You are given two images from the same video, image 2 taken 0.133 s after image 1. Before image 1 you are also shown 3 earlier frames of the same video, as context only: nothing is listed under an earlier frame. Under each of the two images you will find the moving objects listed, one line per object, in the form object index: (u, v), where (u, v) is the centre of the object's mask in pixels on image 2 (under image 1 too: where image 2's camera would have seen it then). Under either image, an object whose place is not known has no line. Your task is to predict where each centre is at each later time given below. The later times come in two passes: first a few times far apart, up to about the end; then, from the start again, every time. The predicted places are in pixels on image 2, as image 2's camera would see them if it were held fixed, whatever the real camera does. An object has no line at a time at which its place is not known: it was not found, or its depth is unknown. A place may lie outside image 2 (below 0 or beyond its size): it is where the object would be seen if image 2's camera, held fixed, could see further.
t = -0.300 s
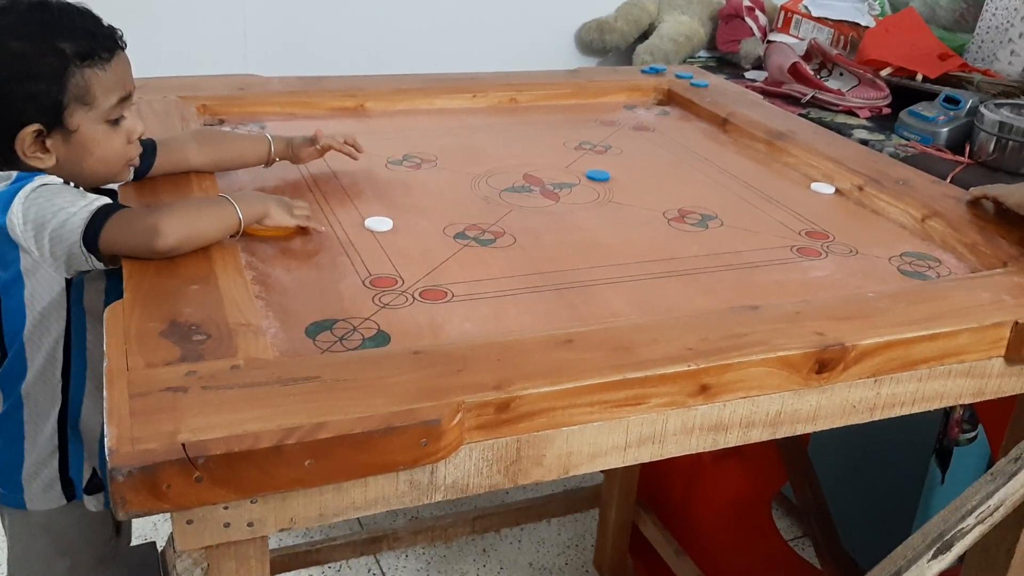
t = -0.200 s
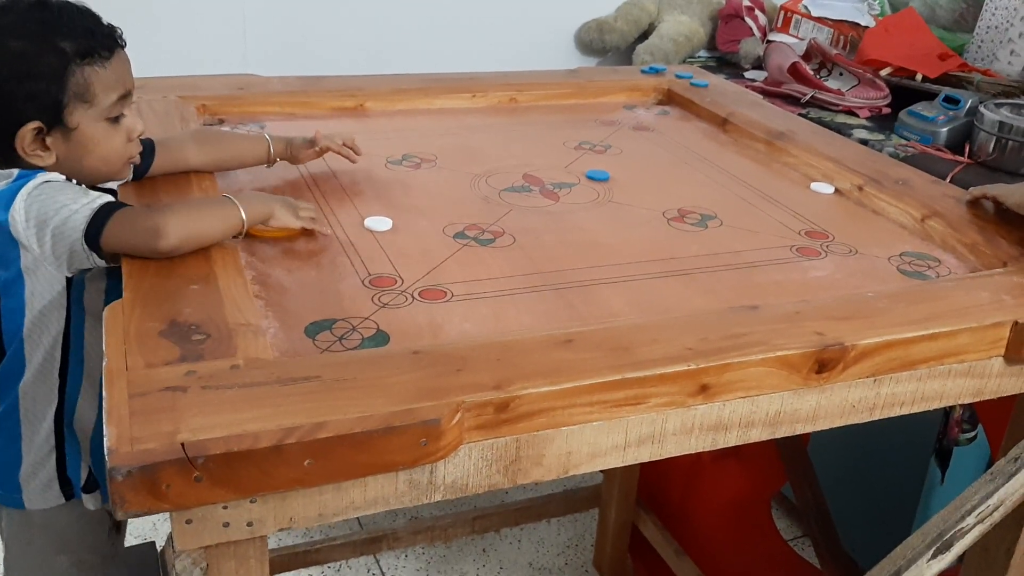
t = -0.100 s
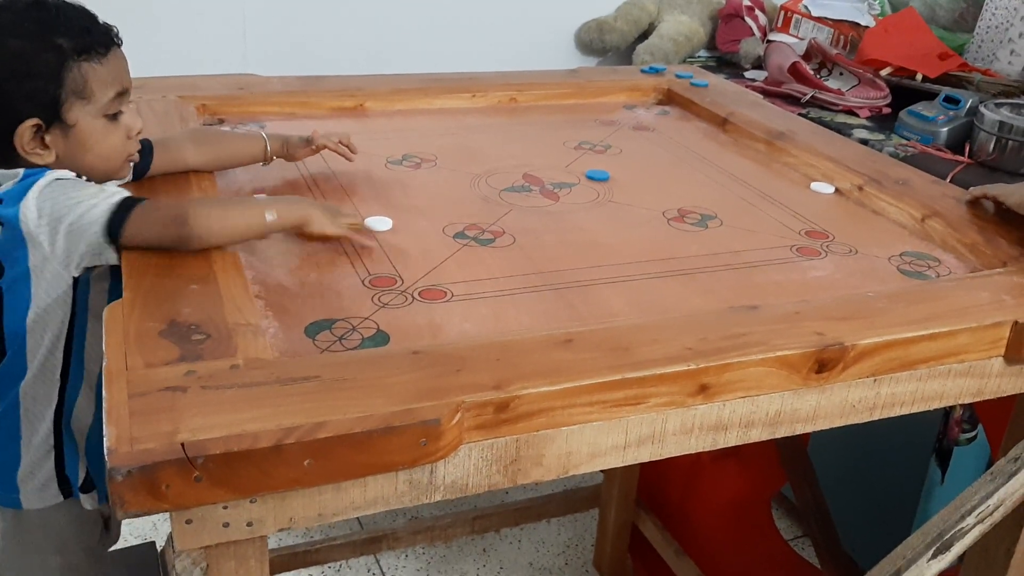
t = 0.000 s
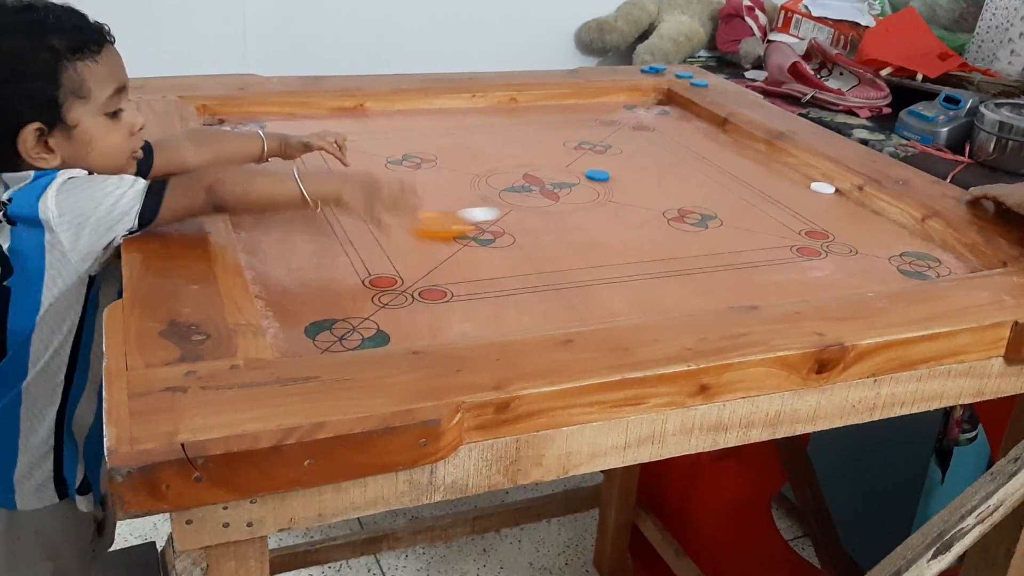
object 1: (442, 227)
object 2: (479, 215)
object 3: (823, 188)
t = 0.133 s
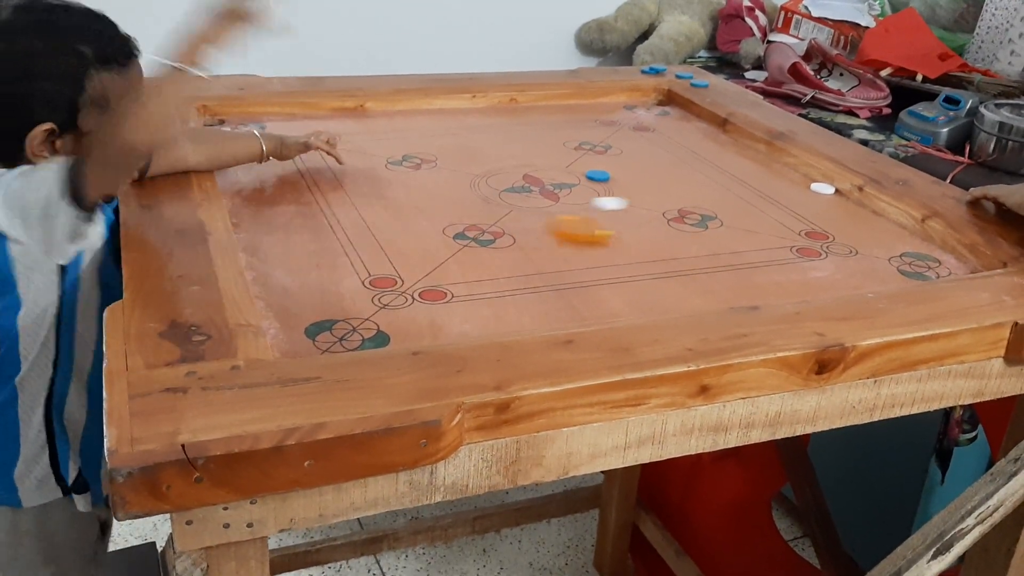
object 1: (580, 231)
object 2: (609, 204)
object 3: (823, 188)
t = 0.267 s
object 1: (711, 235)
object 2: (723, 195)
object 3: (822, 188)
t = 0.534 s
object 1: (898, 249)
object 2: (760, 208)
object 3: (806, 179)
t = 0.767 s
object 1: (820, 284)
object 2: (696, 238)
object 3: (795, 173)
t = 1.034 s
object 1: (702, 293)
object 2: (634, 275)
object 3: (794, 173)
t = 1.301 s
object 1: (611, 299)
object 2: (526, 309)
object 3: (794, 173)
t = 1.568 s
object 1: (551, 306)
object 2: (401, 337)
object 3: (794, 173)
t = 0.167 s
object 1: (613, 232)
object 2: (639, 201)
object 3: (823, 188)
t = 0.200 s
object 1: (647, 232)
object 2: (668, 199)
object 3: (822, 188)
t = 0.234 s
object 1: (680, 233)
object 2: (696, 197)
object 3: (822, 188)
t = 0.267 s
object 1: (711, 235)
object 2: (723, 195)
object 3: (822, 188)
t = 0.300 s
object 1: (743, 236)
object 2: (750, 193)
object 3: (822, 188)
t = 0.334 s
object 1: (774, 237)
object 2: (776, 192)
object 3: (823, 188)
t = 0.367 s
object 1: (805, 238)
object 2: (799, 190)
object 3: (823, 188)
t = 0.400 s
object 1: (837, 240)
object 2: (799, 193)
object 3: (820, 186)
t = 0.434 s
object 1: (867, 241)
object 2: (789, 197)
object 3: (816, 184)
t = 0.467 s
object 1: (898, 242)
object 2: (779, 200)
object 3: (813, 183)
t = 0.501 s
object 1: (908, 245)
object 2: (769, 204)
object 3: (809, 181)
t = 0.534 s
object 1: (898, 249)
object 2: (760, 208)
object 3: (806, 179)
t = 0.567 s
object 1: (887, 255)
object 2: (751, 212)
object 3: (804, 178)
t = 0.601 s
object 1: (876, 261)
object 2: (741, 216)
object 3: (802, 177)
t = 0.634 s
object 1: (865, 265)
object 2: (732, 220)
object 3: (800, 175)
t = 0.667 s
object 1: (855, 270)
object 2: (723, 224)
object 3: (798, 174)
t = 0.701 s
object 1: (844, 275)
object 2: (714, 229)
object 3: (797, 174)
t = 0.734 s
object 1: (832, 279)
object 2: (705, 233)
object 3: (796, 173)
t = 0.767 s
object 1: (820, 284)
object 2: (696, 238)
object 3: (795, 173)
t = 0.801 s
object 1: (807, 287)
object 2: (688, 242)
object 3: (794, 173)
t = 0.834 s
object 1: (793, 290)
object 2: (679, 247)
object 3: (794, 173)
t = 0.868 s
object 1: (777, 290)
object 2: (671, 251)
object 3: (794, 173)
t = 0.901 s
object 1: (762, 291)
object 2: (663, 256)
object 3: (794, 173)
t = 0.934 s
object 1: (745, 292)
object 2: (655, 261)
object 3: (794, 173)
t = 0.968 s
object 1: (731, 292)
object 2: (648, 265)
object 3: (794, 173)
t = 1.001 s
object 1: (716, 293)
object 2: (641, 270)
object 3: (794, 173)
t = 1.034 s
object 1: (702, 293)
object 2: (634, 275)
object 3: (794, 173)
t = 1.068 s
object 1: (686, 294)
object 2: (627, 280)
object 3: (794, 173)
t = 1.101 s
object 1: (672, 295)
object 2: (621, 285)
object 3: (794, 173)
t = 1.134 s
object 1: (661, 295)
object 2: (612, 290)
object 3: (794, 173)
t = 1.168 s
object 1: (650, 295)
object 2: (595, 293)
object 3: (794, 173)
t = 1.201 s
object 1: (639, 296)
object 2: (577, 298)
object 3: (794, 173)
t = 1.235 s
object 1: (629, 297)
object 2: (560, 301)
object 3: (794, 173)
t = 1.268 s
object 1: (620, 298)
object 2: (543, 305)
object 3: (794, 173)
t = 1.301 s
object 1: (611, 299)
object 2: (526, 309)
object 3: (794, 173)
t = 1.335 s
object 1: (602, 300)
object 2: (509, 314)
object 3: (794, 173)
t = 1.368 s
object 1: (593, 300)
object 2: (493, 317)
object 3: (794, 173)
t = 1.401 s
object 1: (585, 302)
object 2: (476, 321)
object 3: (794, 173)
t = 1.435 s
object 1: (577, 302)
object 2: (461, 325)
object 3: (794, 173)
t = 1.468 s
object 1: (570, 303)
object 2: (446, 328)
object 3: (794, 173)
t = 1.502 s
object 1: (564, 304)
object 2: (430, 332)
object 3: (794, 173)
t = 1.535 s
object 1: (556, 305)
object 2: (415, 334)
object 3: (794, 173)
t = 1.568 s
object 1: (551, 306)
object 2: (401, 337)
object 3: (794, 173)
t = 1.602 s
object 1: (544, 307)
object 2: (387, 340)
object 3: (794, 173)
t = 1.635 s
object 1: (539, 308)
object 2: (373, 343)
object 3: (795, 173)
